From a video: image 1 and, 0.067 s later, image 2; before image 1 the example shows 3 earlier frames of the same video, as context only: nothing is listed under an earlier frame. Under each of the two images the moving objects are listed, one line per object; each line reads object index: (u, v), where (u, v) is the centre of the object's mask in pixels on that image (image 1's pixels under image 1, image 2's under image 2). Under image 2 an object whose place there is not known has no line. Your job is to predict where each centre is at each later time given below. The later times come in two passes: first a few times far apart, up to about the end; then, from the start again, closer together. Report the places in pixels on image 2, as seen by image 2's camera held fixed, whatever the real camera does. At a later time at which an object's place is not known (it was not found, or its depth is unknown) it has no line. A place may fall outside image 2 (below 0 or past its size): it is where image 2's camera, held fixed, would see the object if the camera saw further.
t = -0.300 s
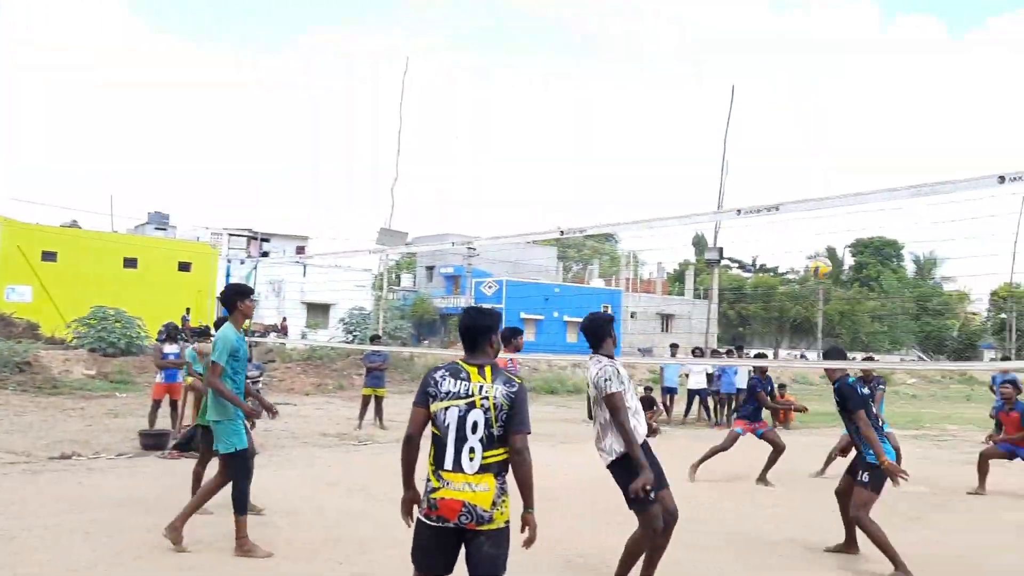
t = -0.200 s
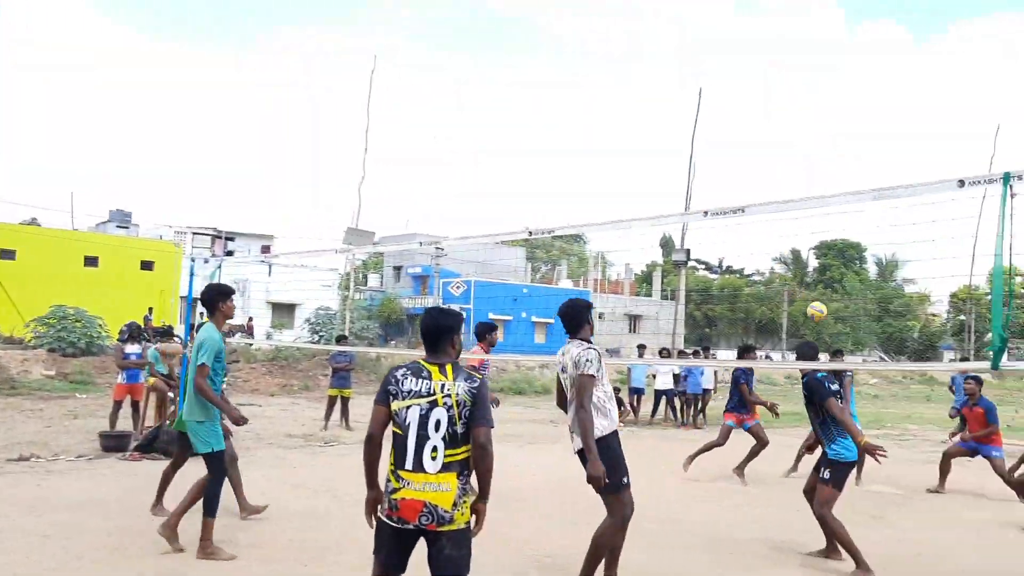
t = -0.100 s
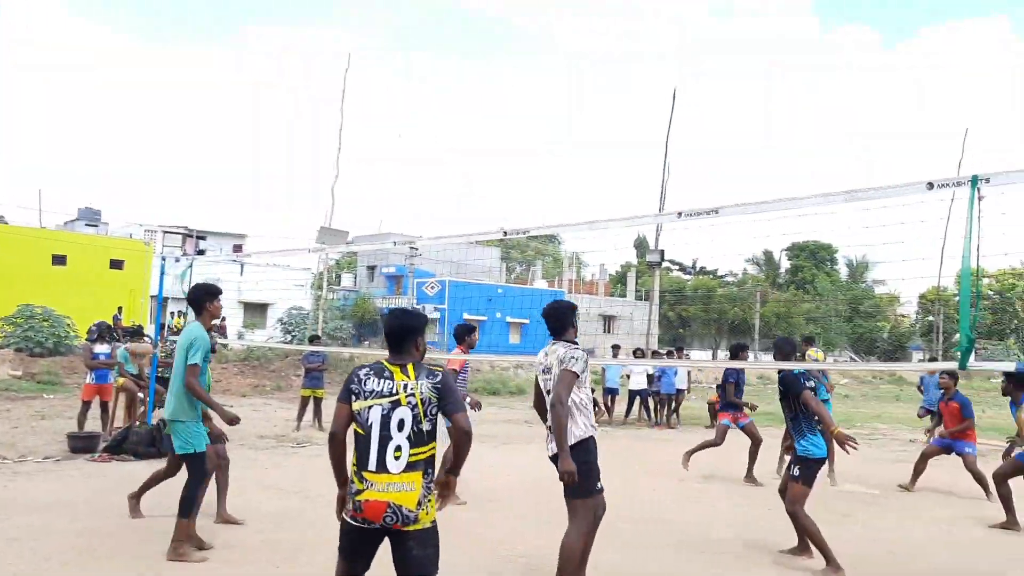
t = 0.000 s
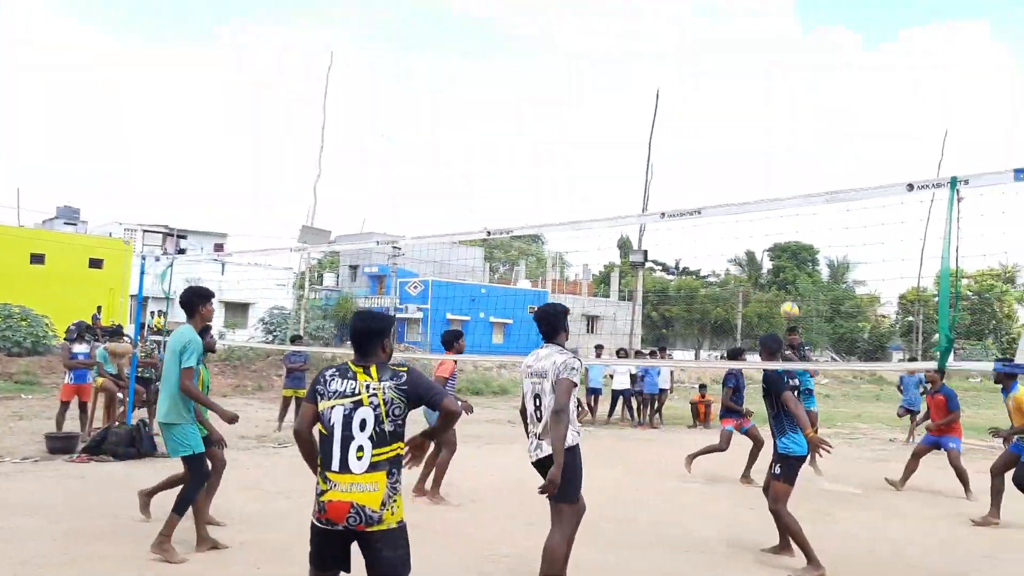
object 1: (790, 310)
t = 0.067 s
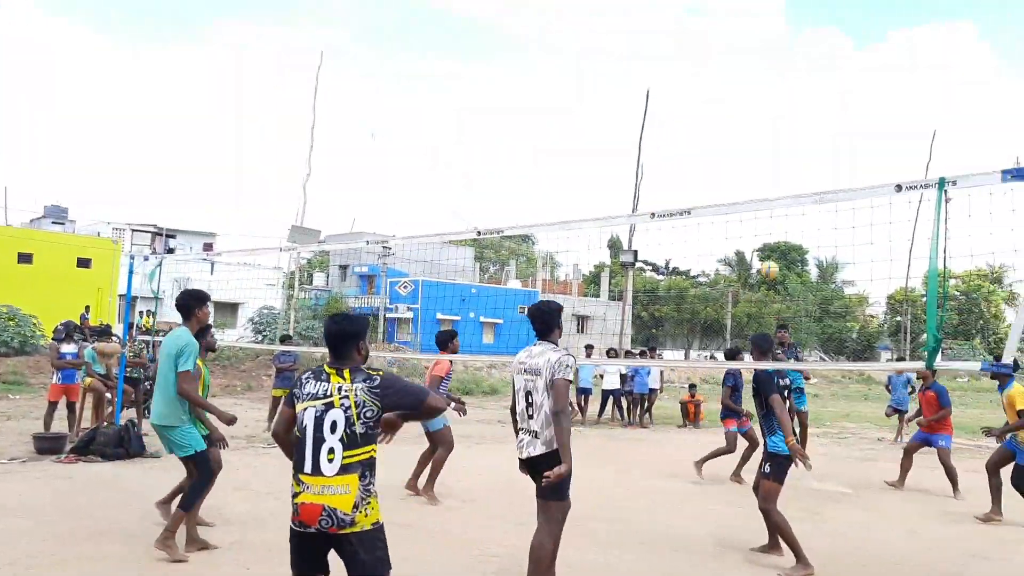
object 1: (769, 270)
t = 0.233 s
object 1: (747, 184)
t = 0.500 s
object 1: (710, 94)
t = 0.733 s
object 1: (676, 61)
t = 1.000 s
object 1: (635, 75)
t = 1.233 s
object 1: (598, 135)
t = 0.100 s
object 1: (764, 251)
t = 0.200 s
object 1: (750, 196)
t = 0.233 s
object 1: (747, 184)
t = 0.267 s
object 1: (742, 170)
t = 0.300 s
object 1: (738, 157)
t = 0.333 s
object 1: (733, 144)
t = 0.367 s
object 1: (729, 132)
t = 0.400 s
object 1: (724, 122)
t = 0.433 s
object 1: (719, 111)
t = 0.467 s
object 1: (715, 102)
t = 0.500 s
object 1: (710, 94)
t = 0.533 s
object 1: (705, 87)
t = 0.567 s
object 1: (700, 80)
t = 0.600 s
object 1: (695, 74)
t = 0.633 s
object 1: (691, 70)
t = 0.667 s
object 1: (686, 66)
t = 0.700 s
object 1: (681, 63)
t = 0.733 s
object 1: (676, 61)
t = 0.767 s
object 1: (671, 59)
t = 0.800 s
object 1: (666, 59)
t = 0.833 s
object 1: (661, 59)
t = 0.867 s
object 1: (656, 61)
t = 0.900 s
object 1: (651, 63)
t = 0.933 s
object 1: (646, 66)
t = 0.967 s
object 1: (641, 70)
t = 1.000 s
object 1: (635, 75)
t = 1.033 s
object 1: (630, 81)
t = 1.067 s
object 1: (625, 88)
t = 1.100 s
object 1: (620, 95)
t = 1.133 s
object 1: (614, 104)
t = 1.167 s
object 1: (609, 113)
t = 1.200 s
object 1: (604, 123)
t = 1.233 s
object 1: (598, 135)
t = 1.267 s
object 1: (593, 147)
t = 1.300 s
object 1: (587, 160)
